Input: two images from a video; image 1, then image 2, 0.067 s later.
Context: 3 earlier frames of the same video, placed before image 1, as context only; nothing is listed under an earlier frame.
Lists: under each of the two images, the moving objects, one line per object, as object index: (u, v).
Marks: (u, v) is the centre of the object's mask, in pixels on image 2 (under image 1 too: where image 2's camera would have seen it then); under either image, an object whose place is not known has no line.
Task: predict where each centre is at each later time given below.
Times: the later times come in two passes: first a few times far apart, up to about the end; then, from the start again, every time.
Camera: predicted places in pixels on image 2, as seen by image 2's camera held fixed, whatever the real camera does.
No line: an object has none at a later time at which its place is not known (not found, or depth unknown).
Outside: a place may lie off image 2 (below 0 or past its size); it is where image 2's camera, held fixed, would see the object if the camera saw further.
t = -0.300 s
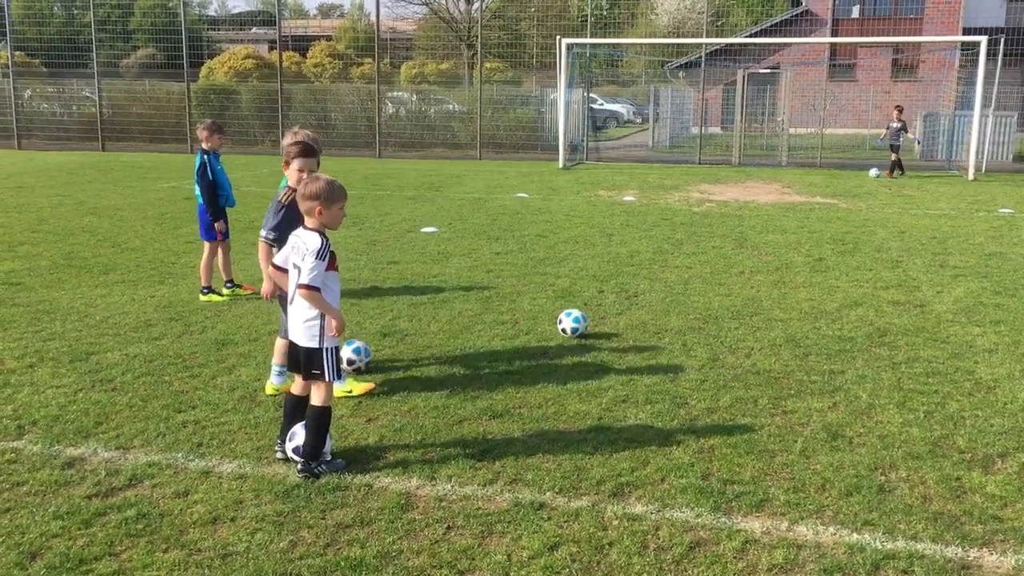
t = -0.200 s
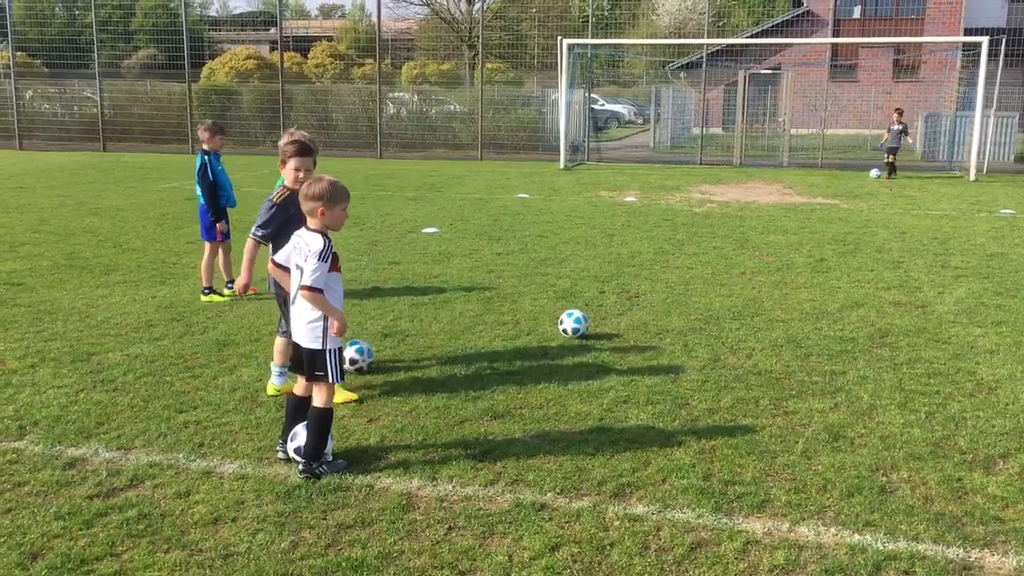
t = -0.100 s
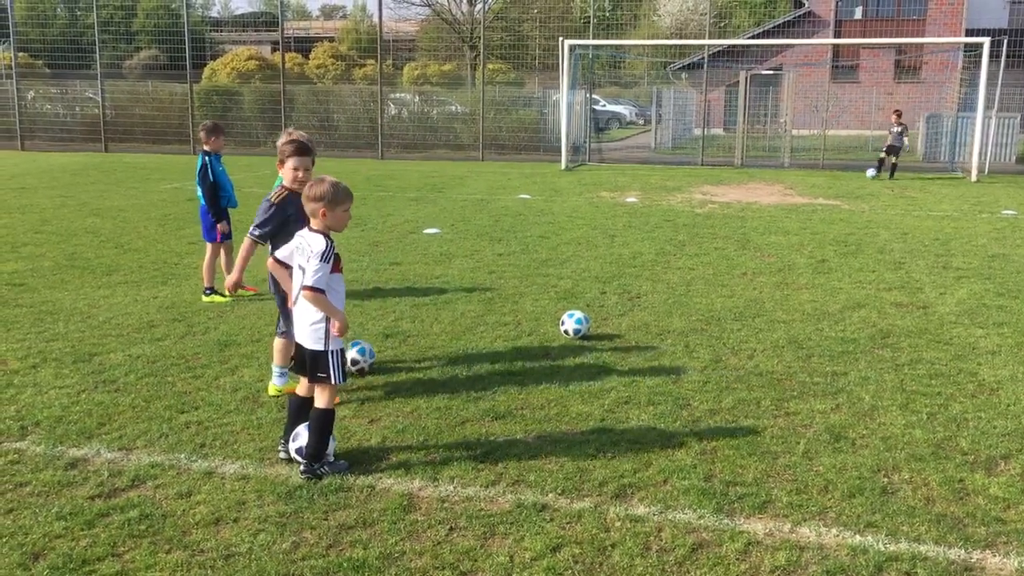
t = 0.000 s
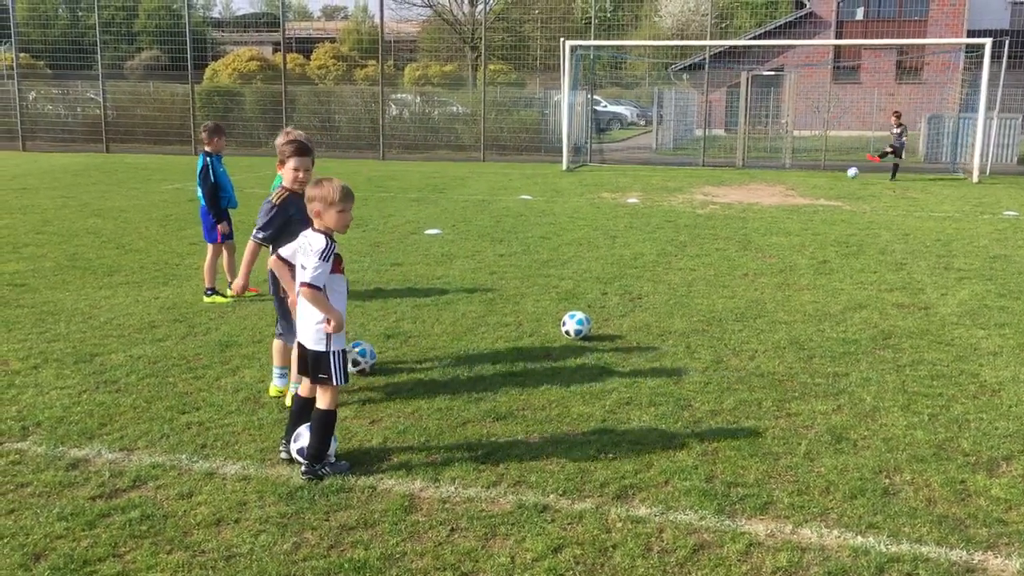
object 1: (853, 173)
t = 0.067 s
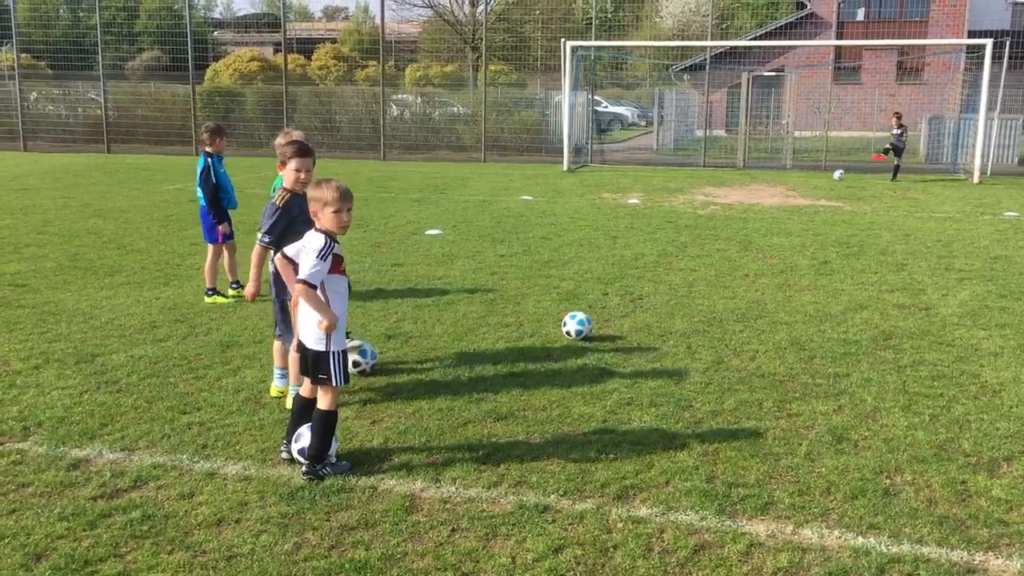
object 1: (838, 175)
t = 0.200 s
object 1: (807, 187)
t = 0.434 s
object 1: (759, 196)
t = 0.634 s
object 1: (724, 194)
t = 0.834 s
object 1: (689, 208)
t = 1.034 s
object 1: (655, 214)
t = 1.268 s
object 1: (614, 225)
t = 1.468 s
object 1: (574, 231)
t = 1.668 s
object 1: (530, 242)
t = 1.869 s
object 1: (482, 252)
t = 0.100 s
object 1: (831, 177)
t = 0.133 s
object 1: (823, 180)
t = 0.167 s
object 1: (816, 184)
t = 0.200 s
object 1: (807, 187)
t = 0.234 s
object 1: (801, 186)
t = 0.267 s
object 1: (795, 187)
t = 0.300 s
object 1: (787, 188)
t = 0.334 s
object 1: (780, 189)
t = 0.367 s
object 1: (773, 191)
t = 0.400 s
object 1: (766, 195)
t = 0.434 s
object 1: (759, 196)
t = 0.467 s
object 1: (752, 197)
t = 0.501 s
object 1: (746, 198)
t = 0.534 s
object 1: (741, 196)
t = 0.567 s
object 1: (735, 195)
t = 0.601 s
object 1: (729, 194)
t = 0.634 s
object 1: (724, 194)
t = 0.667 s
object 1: (718, 195)
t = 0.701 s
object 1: (712, 197)
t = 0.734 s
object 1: (707, 200)
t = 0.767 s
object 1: (700, 203)
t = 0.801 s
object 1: (694, 207)
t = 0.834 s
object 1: (689, 208)
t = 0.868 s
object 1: (683, 207)
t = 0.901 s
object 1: (677, 209)
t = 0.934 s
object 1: (672, 211)
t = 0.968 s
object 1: (667, 212)
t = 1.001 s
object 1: (661, 212)
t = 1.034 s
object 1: (655, 214)
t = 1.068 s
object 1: (649, 215)
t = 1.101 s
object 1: (644, 217)
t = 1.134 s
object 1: (637, 218)
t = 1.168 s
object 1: (632, 219)
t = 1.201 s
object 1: (626, 220)
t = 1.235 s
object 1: (620, 222)
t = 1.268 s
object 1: (614, 225)
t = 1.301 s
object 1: (607, 225)
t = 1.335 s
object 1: (601, 227)
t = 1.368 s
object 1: (594, 229)
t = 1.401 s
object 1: (587, 230)
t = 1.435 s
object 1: (580, 230)
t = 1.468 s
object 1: (574, 231)
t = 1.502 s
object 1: (567, 233)
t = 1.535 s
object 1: (559, 236)
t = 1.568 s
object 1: (552, 238)
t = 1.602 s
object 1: (545, 240)
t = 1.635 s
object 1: (537, 241)
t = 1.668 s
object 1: (530, 242)
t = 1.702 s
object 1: (523, 242)
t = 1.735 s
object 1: (514, 243)
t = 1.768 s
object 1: (506, 247)
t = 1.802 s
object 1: (498, 251)
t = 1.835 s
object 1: (490, 251)
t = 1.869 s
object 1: (482, 252)
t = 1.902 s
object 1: (473, 253)
